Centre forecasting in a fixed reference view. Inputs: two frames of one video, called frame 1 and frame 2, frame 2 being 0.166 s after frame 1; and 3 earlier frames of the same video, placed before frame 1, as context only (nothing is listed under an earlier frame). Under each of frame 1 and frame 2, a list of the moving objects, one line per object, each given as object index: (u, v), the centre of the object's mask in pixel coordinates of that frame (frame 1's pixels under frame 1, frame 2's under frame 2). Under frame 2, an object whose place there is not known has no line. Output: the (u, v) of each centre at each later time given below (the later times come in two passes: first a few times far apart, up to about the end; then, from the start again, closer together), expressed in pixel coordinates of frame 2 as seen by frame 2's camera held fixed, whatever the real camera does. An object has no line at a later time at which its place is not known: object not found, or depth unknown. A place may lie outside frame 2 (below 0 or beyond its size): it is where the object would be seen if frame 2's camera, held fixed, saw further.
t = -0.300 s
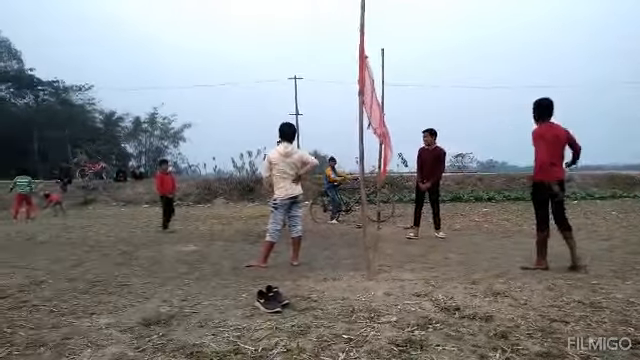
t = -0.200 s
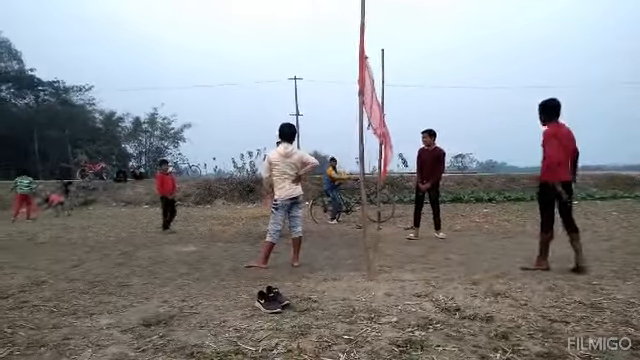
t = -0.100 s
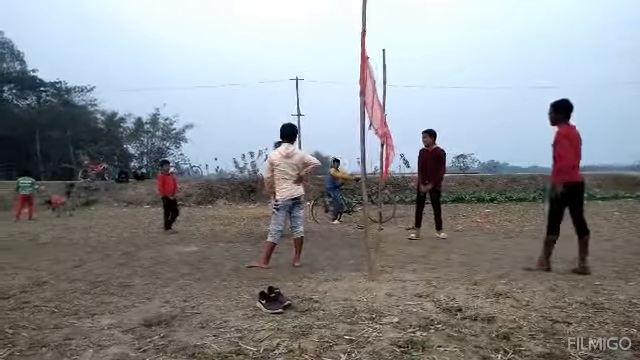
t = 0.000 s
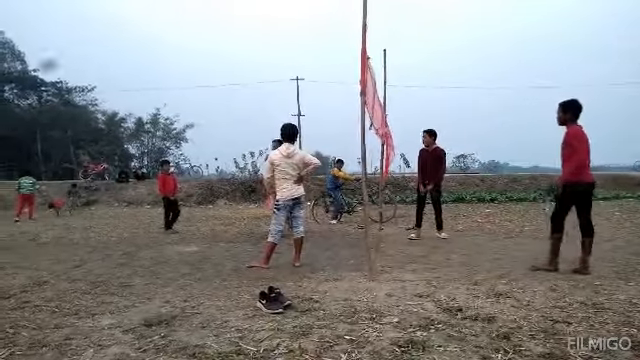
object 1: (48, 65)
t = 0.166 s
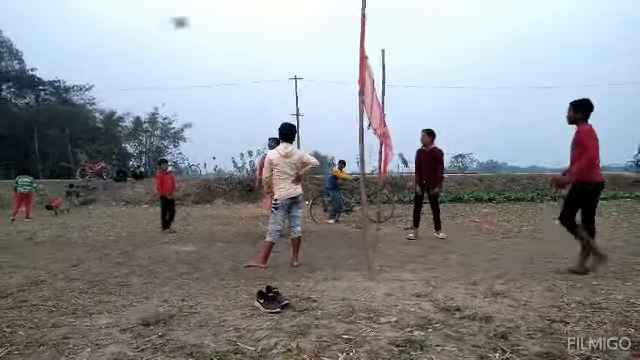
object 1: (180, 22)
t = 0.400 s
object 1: (345, 9)
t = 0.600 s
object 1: (459, 33)
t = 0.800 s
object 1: (556, 86)
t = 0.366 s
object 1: (322, 7)
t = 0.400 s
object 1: (345, 9)
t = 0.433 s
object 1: (366, 11)
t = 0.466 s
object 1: (385, 12)
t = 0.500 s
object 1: (404, 16)
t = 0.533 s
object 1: (422, 20)
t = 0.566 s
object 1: (441, 26)
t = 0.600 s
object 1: (459, 33)
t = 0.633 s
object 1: (476, 40)
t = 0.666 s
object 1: (493, 48)
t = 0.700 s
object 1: (510, 56)
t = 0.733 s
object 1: (525, 65)
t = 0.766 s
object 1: (541, 74)
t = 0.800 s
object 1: (556, 86)
